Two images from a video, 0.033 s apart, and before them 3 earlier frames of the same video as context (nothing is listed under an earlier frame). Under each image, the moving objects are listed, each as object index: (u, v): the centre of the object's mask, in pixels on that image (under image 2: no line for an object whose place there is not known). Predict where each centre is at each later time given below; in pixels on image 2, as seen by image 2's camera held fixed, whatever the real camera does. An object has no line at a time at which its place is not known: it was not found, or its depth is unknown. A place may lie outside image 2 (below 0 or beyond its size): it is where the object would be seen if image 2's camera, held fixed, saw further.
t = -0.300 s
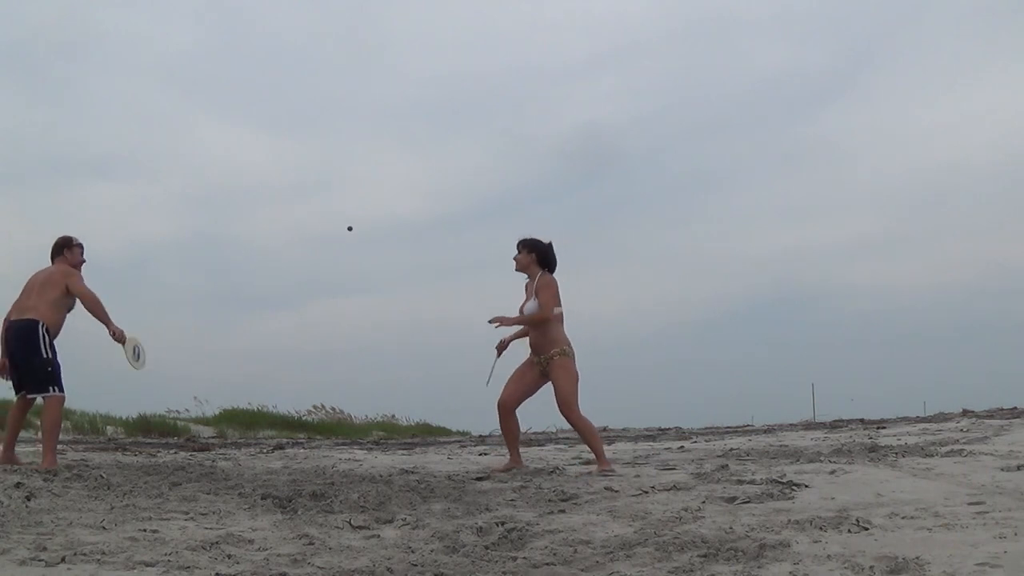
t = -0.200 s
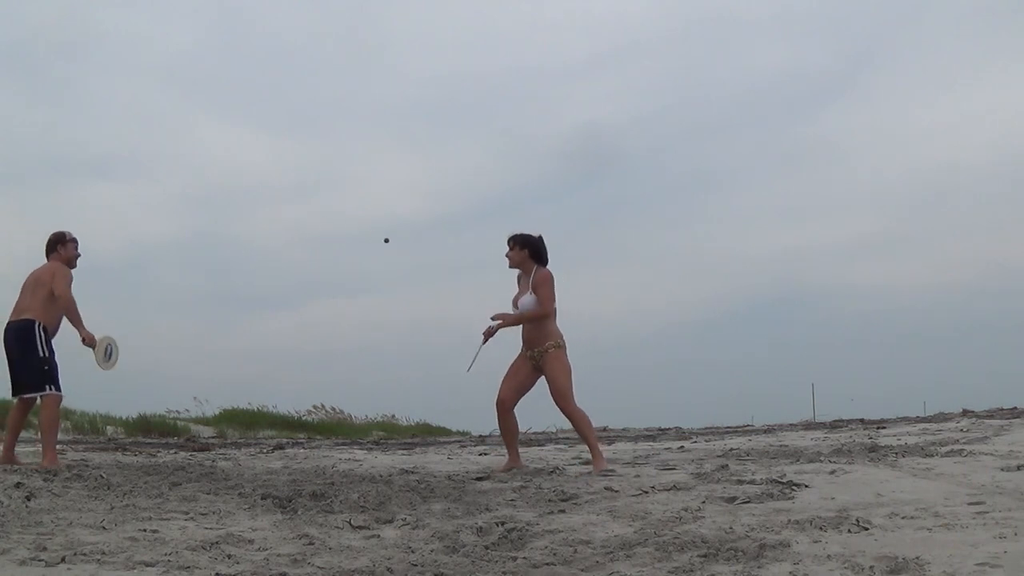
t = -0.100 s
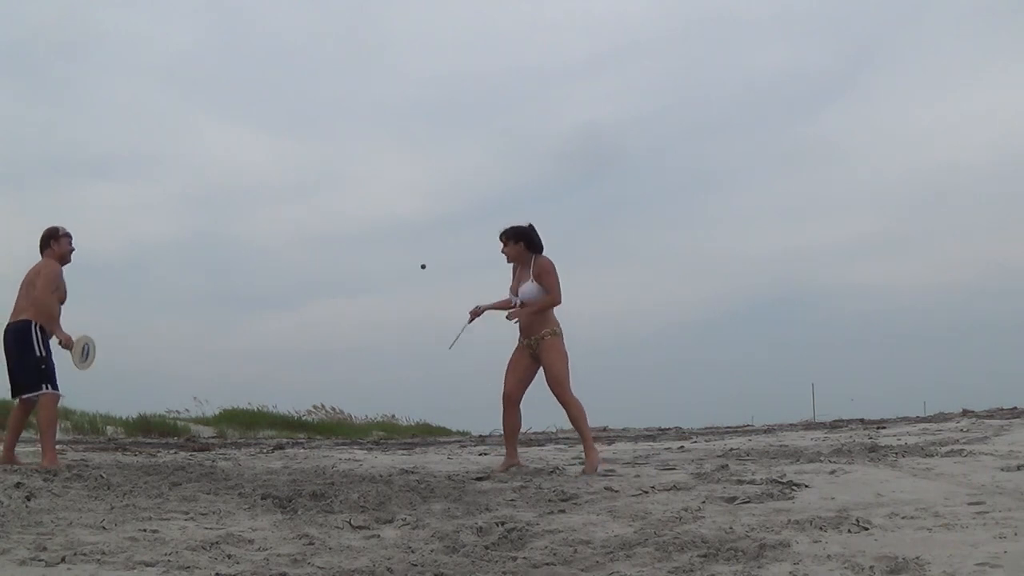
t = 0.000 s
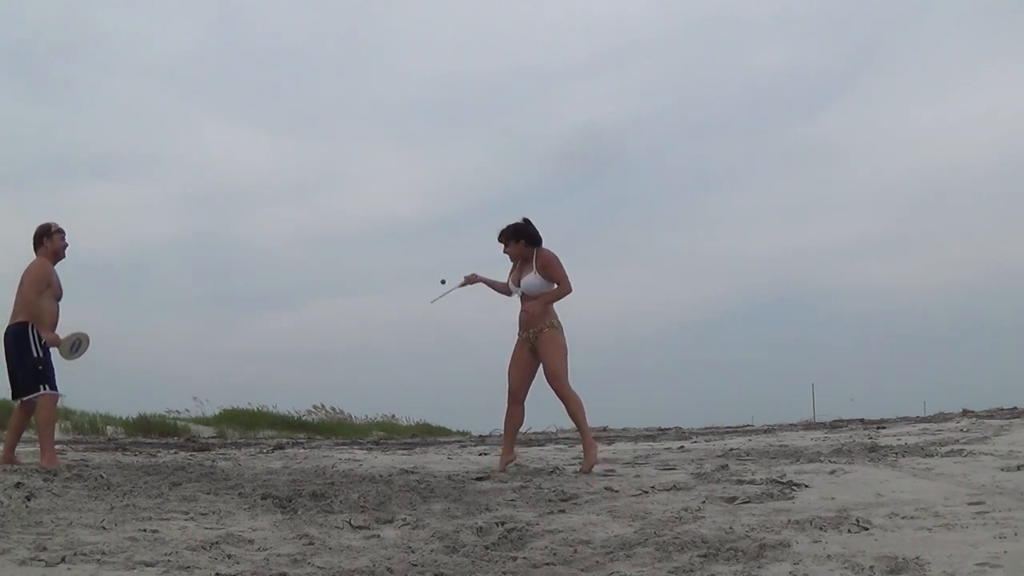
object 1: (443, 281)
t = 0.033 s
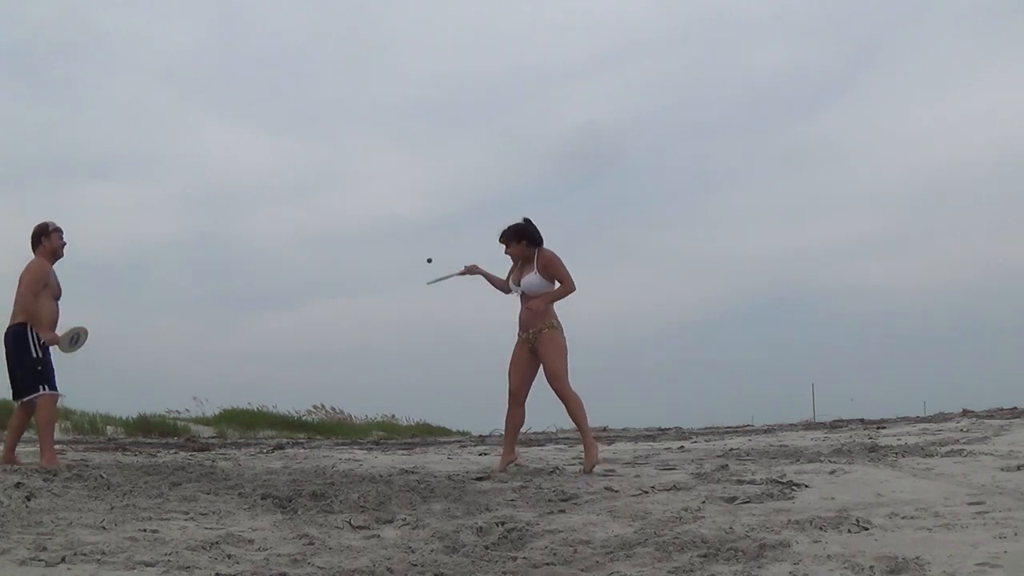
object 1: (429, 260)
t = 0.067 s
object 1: (416, 240)
